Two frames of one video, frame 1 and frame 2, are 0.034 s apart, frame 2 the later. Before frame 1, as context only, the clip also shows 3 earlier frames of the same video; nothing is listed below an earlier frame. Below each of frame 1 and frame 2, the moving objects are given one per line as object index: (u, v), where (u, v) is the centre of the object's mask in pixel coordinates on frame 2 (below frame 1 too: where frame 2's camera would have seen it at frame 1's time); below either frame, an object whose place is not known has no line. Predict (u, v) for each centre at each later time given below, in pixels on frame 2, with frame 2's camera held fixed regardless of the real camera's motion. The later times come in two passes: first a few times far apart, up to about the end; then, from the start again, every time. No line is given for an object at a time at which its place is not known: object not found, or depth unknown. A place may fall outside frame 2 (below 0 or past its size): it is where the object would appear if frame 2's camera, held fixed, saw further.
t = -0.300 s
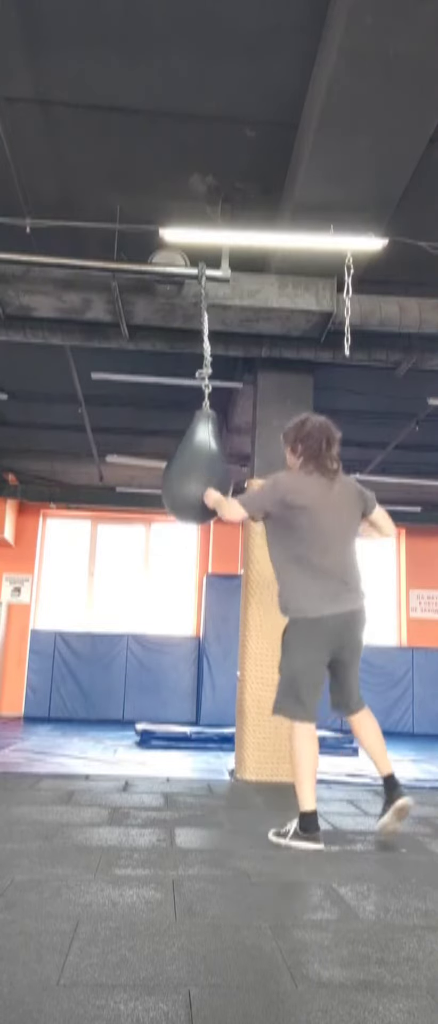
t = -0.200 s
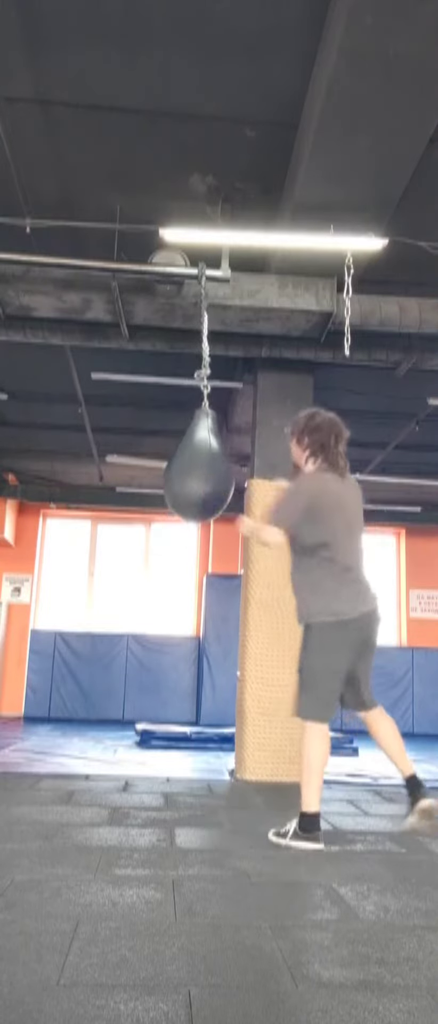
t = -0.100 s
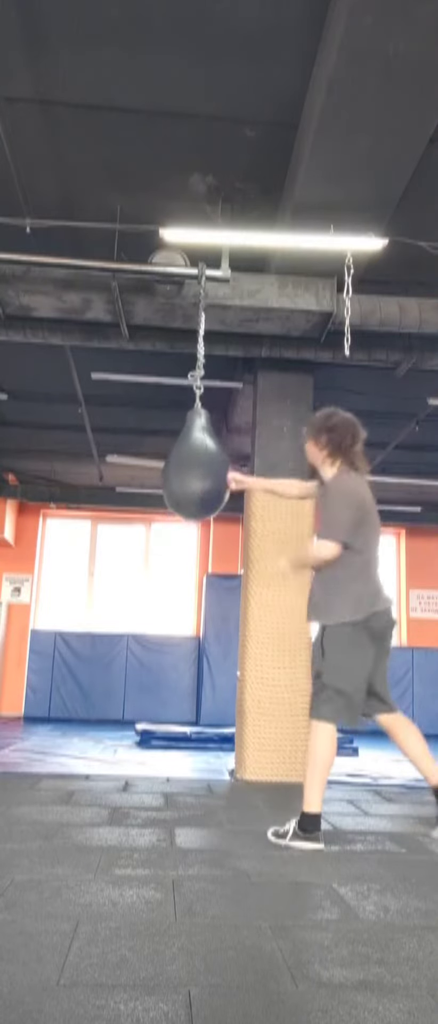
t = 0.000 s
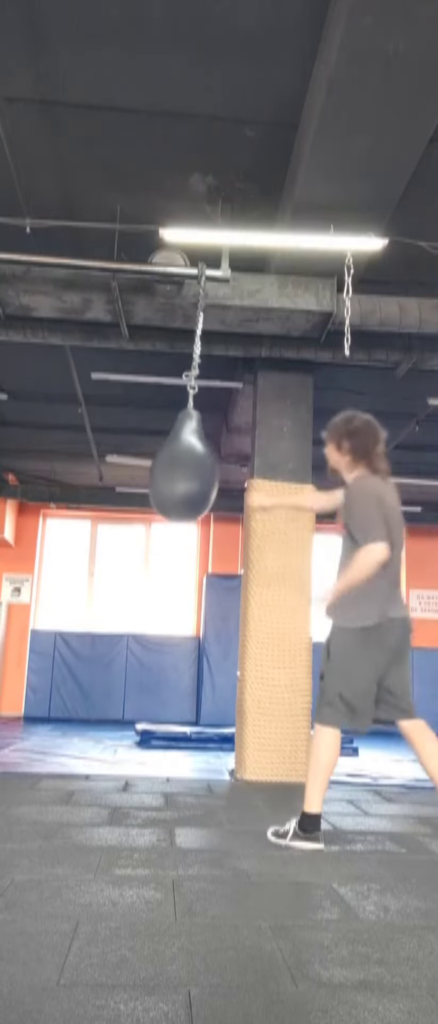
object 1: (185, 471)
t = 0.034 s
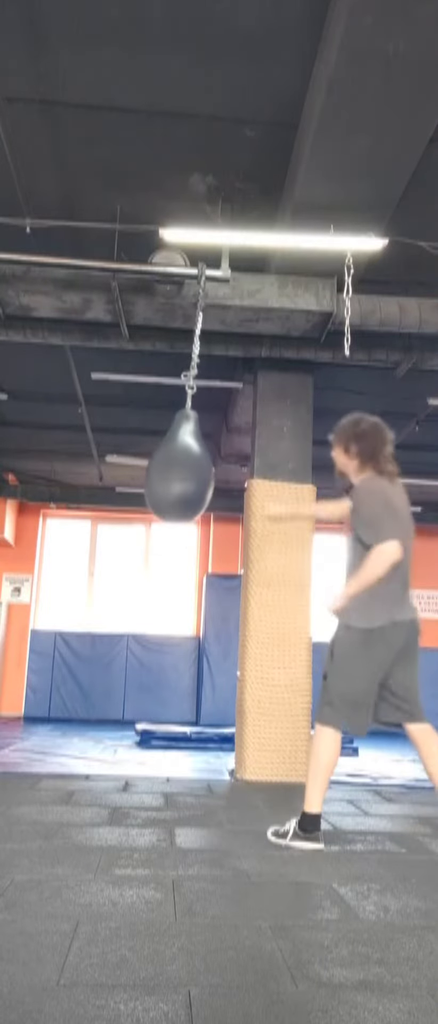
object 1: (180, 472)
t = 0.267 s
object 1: (159, 480)
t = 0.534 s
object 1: (154, 487)
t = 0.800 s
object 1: (171, 492)
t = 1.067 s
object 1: (200, 494)
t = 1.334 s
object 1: (224, 492)
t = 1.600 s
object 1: (234, 485)
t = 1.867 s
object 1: (218, 475)
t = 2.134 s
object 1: (190, 476)
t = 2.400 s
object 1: (165, 484)
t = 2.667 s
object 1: (158, 489)
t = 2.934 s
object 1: (169, 493)
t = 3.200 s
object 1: (193, 496)
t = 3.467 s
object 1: (218, 493)
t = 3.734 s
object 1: (230, 486)
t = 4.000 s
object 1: (223, 479)
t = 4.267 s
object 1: (201, 481)
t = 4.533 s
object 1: (175, 486)
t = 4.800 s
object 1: (161, 489)
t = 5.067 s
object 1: (164, 492)
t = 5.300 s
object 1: (180, 494)
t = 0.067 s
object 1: (177, 472)
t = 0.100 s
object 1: (173, 473)
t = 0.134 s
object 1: (169, 474)
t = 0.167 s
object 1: (166, 476)
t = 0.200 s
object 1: (163, 477)
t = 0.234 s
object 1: (161, 478)
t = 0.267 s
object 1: (159, 480)
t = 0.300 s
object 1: (157, 481)
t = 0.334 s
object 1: (155, 482)
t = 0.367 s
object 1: (154, 483)
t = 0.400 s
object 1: (154, 484)
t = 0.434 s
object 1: (153, 485)
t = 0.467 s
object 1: (153, 485)
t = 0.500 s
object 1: (153, 486)
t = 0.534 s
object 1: (154, 487)
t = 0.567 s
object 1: (156, 487)
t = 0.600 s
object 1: (157, 488)
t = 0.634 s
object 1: (159, 489)
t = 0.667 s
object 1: (161, 490)
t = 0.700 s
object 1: (163, 490)
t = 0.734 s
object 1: (166, 491)
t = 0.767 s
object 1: (168, 491)
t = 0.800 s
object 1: (171, 492)
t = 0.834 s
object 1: (174, 492)
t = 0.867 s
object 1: (178, 493)
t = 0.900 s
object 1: (181, 493)
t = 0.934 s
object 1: (185, 493)
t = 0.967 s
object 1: (189, 494)
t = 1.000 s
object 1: (192, 494)
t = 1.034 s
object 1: (196, 494)
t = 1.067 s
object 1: (200, 494)
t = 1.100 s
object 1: (203, 495)
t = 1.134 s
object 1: (206, 495)
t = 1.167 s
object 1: (210, 495)
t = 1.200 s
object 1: (214, 494)
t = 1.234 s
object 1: (216, 493)
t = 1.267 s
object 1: (219, 493)
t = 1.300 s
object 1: (221, 493)
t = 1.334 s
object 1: (224, 492)
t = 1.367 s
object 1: (226, 491)
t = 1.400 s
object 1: (229, 491)
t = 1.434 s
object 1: (230, 490)
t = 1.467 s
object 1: (232, 489)
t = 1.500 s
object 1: (233, 487)
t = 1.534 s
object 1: (234, 486)
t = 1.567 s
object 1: (234, 486)
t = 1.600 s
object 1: (234, 485)
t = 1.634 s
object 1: (234, 483)
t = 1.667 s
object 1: (233, 482)
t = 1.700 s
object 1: (232, 481)
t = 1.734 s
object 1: (230, 479)
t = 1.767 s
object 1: (228, 478)
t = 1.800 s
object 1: (226, 477)
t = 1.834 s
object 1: (221, 476)
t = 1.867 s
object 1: (218, 475)
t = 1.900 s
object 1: (215, 475)
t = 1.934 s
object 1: (212, 475)
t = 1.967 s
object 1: (209, 475)
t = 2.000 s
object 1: (205, 475)
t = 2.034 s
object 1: (202, 475)
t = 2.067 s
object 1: (198, 476)
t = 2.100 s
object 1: (194, 476)
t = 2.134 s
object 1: (190, 476)
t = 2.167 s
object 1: (186, 477)
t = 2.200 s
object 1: (182, 478)
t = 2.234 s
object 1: (179, 479)
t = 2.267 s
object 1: (175, 480)
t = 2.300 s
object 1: (172, 481)
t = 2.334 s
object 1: (169, 482)
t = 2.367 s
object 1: (167, 483)
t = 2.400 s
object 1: (165, 484)
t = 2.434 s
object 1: (163, 485)
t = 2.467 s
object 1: (162, 486)
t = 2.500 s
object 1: (160, 486)
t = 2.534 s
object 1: (159, 487)
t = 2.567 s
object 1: (158, 488)
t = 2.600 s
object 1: (158, 488)
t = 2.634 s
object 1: (158, 489)
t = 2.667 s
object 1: (158, 489)
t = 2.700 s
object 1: (158, 490)
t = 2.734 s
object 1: (159, 491)
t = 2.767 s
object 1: (160, 491)
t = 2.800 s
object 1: (161, 492)
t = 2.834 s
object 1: (163, 491)
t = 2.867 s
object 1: (165, 492)
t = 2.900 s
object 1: (167, 491)
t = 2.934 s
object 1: (169, 493)
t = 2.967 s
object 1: (172, 493)
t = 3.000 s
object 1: (175, 494)
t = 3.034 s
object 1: (177, 493)
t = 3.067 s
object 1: (180, 494)
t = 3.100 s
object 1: (183, 494)
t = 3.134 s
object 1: (187, 494)
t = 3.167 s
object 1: (190, 495)
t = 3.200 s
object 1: (193, 496)
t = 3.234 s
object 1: (197, 496)
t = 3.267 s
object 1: (200, 496)
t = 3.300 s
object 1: (203, 495)
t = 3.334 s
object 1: (206, 495)
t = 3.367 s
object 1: (209, 495)
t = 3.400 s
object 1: (212, 494)
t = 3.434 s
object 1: (215, 493)
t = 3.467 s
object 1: (218, 493)
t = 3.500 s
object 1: (220, 492)
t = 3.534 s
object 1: (222, 491)
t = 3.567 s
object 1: (224, 490)
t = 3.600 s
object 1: (226, 490)
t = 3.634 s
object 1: (228, 489)
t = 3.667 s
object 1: (229, 488)
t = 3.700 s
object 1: (230, 487)
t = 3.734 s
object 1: (230, 486)
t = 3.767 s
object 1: (230, 485)
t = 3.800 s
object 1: (230, 484)
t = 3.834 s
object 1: (230, 483)
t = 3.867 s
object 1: (229, 482)
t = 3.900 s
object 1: (228, 481)
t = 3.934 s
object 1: (227, 481)
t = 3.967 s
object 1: (225, 480)
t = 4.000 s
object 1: (223, 479)
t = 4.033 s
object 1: (221, 479)
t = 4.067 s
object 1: (219, 479)
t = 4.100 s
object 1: (217, 479)
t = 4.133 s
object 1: (214, 479)
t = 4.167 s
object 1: (211, 480)
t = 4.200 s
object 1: (208, 480)
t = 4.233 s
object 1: (205, 480)
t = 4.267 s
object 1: (201, 481)
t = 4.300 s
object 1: (198, 481)
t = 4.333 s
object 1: (194, 482)
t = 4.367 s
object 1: (191, 482)
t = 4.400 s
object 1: (188, 483)
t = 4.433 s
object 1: (185, 484)
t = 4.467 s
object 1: (182, 484)
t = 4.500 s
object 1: (179, 485)
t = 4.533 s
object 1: (175, 486)
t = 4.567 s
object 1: (173, 487)
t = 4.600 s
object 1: (170, 488)
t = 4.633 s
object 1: (168, 488)
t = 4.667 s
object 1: (166, 489)
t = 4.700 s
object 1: (165, 489)
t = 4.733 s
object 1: (163, 489)
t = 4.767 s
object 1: (162, 490)
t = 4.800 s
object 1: (161, 489)
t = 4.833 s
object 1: (161, 490)
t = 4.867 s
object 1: (161, 490)
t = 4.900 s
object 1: (161, 490)
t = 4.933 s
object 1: (161, 490)
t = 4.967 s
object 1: (161, 491)
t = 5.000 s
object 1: (162, 490)
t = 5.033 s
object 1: (163, 491)
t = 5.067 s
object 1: (164, 492)
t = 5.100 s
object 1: (166, 492)
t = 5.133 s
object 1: (168, 492)
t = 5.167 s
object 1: (170, 493)
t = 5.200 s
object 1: (172, 493)
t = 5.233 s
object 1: (175, 493)
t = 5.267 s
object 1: (177, 493)
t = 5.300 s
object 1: (180, 494)
